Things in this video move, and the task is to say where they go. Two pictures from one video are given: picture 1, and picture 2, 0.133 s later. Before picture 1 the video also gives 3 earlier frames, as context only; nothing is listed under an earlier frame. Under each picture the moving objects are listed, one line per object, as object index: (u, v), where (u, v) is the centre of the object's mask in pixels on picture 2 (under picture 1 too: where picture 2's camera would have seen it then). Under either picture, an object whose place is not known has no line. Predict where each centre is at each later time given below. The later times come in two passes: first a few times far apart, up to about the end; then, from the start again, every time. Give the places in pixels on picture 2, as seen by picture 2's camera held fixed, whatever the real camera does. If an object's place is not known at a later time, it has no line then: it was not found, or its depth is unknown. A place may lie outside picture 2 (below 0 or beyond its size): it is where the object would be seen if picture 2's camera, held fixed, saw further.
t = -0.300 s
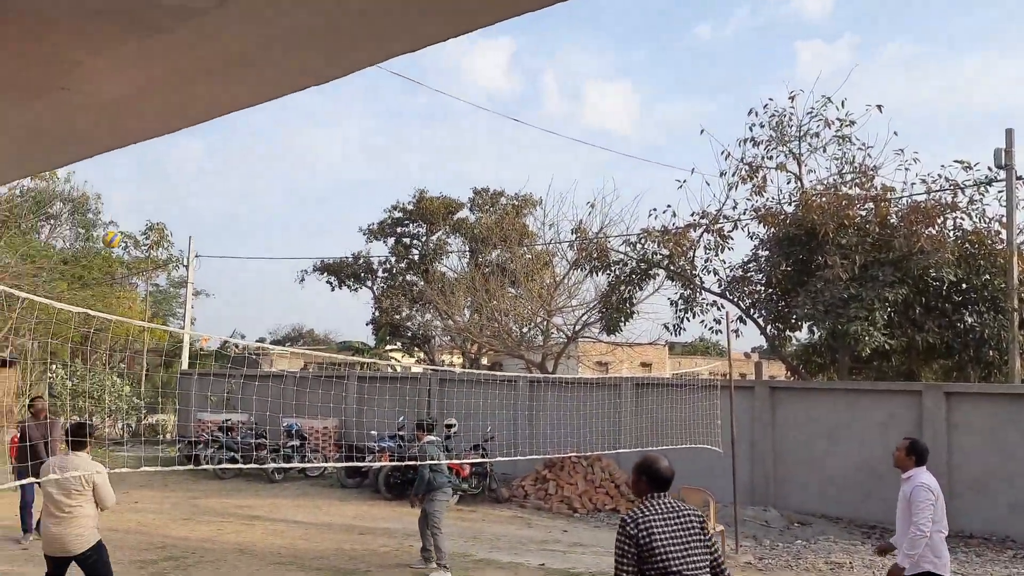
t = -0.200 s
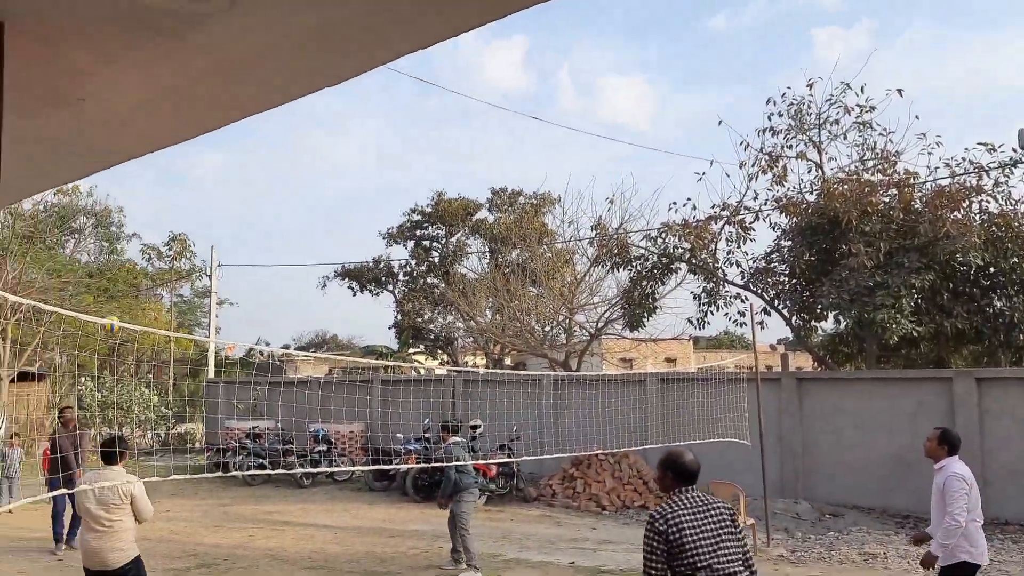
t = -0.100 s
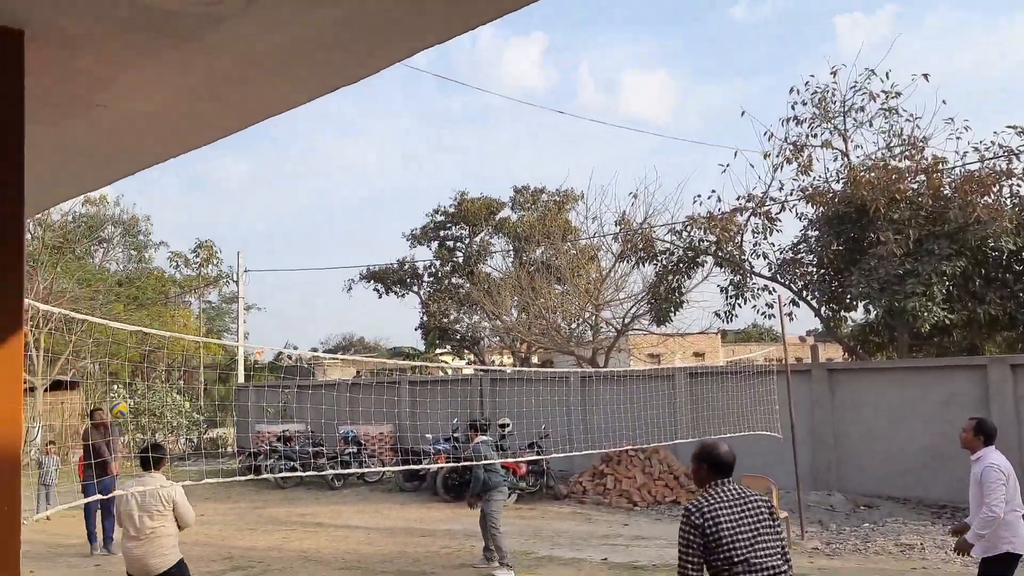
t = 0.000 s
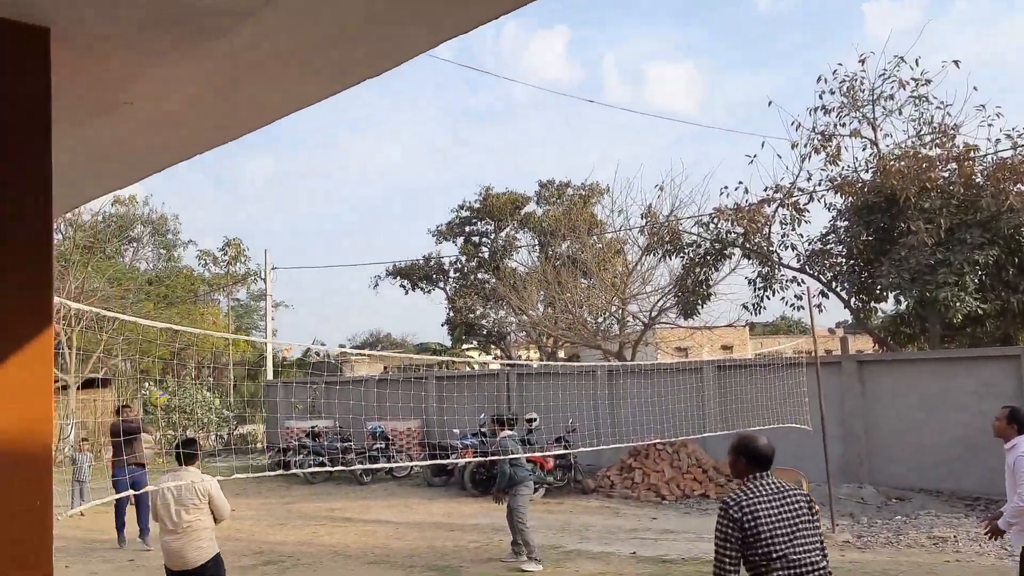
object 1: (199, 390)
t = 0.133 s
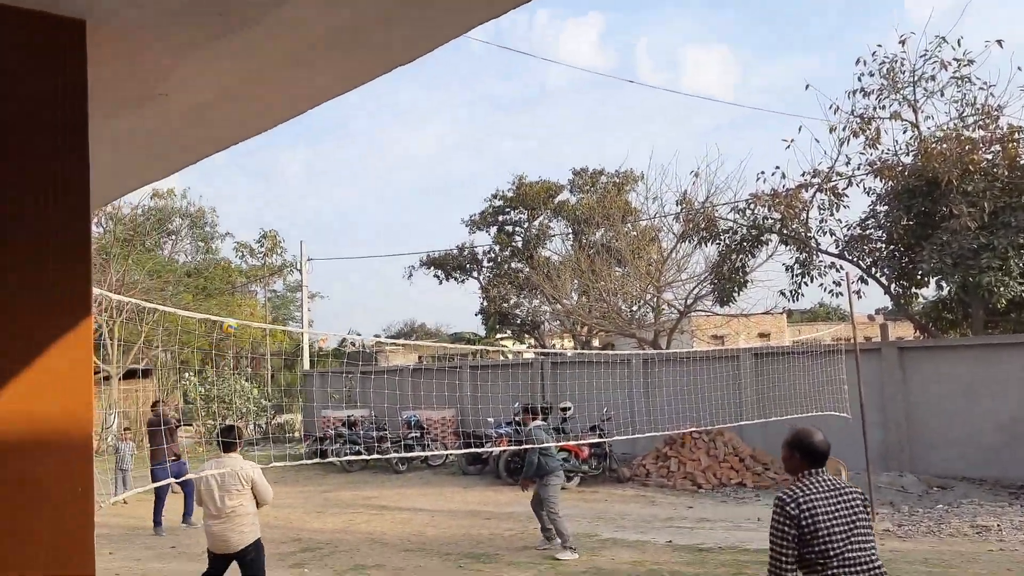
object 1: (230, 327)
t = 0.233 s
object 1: (251, 287)
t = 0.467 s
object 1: (311, 226)
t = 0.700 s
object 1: (375, 210)
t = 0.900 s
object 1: (438, 239)
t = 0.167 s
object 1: (236, 311)
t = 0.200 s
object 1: (243, 298)
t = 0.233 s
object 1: (251, 287)
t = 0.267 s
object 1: (260, 275)
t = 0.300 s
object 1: (268, 264)
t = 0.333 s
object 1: (277, 254)
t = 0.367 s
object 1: (285, 246)
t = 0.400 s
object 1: (293, 239)
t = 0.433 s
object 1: (302, 232)
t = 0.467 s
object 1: (311, 226)
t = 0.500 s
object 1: (320, 221)
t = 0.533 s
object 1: (329, 217)
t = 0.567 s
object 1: (338, 214)
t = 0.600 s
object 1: (347, 211)
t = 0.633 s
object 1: (356, 210)
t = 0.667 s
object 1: (365, 210)
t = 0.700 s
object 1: (375, 210)
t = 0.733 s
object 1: (385, 212)
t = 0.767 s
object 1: (396, 215)
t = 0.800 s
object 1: (406, 219)
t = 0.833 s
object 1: (417, 225)
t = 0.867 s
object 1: (427, 231)
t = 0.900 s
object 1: (438, 239)
